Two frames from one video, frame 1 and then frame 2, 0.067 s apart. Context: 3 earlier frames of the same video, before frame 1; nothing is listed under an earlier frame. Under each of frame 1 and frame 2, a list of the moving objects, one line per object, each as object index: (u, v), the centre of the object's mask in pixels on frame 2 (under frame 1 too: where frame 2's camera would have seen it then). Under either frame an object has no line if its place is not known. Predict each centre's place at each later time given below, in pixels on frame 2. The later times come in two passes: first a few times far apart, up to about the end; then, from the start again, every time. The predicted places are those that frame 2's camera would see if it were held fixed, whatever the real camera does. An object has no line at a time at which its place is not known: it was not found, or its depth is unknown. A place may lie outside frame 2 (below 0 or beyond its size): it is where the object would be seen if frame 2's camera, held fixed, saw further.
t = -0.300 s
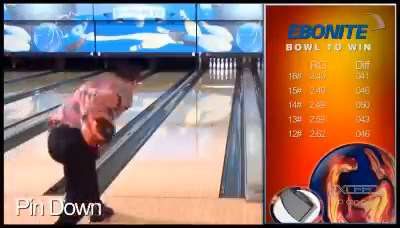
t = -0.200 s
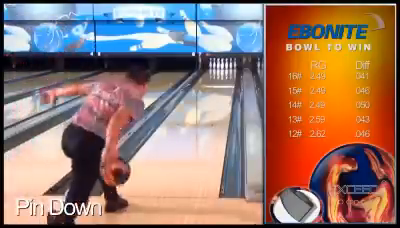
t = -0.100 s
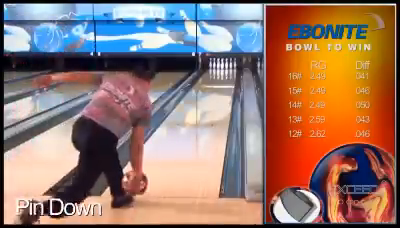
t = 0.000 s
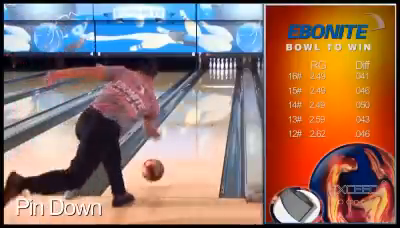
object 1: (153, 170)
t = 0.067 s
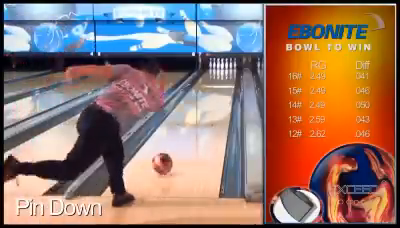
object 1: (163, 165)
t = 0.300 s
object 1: (186, 135)
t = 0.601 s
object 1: (204, 113)
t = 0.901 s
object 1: (216, 98)
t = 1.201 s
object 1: (224, 88)
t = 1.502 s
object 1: (229, 79)
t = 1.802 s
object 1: (229, 75)
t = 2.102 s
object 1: (227, 70)
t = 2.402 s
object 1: (224, 67)
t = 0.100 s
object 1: (167, 159)
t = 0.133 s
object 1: (170, 155)
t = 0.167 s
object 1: (174, 151)
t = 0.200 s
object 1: (177, 146)
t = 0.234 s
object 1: (180, 142)
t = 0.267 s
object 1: (183, 139)
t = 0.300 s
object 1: (186, 135)
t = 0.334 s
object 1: (188, 132)
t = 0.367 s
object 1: (191, 129)
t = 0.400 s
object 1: (194, 127)
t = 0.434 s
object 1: (195, 124)
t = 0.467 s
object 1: (197, 121)
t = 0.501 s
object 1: (200, 119)
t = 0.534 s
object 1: (201, 117)
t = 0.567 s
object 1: (203, 115)
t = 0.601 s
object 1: (204, 113)
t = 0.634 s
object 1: (206, 111)
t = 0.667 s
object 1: (207, 109)
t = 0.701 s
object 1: (209, 107)
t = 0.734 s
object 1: (210, 106)
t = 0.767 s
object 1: (211, 103)
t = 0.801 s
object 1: (213, 102)
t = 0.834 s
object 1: (214, 101)
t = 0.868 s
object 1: (215, 100)
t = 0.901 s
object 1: (216, 98)
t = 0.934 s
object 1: (217, 96)
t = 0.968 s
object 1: (218, 96)
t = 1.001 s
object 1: (219, 94)
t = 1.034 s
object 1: (220, 93)
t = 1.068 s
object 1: (220, 93)
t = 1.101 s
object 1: (221, 91)
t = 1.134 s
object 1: (222, 90)
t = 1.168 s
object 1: (223, 89)
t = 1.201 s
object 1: (224, 88)
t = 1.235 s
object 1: (225, 87)
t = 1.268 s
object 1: (225, 87)
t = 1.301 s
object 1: (225, 85)
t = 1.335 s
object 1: (227, 84)
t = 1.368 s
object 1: (227, 83)
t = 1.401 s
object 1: (227, 84)
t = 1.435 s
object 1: (227, 83)
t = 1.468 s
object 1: (227, 82)
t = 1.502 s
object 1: (229, 79)
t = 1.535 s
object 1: (229, 80)
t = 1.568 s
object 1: (228, 79)
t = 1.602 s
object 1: (229, 79)
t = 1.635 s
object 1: (229, 79)
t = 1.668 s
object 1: (230, 78)
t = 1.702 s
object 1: (229, 77)
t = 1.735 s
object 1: (229, 76)
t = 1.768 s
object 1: (229, 76)
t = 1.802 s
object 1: (229, 75)
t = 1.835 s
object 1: (230, 75)
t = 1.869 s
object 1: (230, 74)
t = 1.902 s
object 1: (230, 74)
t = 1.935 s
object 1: (230, 74)
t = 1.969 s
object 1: (230, 74)
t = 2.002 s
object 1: (229, 72)
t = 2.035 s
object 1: (228, 72)
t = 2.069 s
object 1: (228, 72)
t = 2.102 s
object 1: (227, 70)
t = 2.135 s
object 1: (227, 72)
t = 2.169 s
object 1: (227, 71)
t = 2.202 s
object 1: (226, 70)
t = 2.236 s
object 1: (226, 70)
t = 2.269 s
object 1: (226, 69)
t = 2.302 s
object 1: (226, 69)
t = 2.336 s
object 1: (226, 69)
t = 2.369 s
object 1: (225, 68)
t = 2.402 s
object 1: (224, 67)
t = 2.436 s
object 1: (224, 67)
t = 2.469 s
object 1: (225, 68)
